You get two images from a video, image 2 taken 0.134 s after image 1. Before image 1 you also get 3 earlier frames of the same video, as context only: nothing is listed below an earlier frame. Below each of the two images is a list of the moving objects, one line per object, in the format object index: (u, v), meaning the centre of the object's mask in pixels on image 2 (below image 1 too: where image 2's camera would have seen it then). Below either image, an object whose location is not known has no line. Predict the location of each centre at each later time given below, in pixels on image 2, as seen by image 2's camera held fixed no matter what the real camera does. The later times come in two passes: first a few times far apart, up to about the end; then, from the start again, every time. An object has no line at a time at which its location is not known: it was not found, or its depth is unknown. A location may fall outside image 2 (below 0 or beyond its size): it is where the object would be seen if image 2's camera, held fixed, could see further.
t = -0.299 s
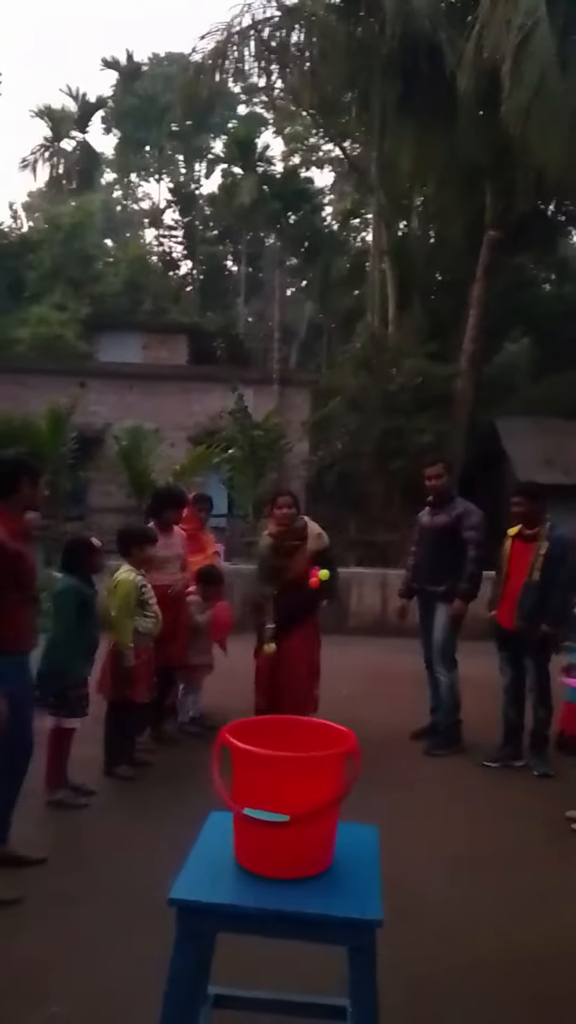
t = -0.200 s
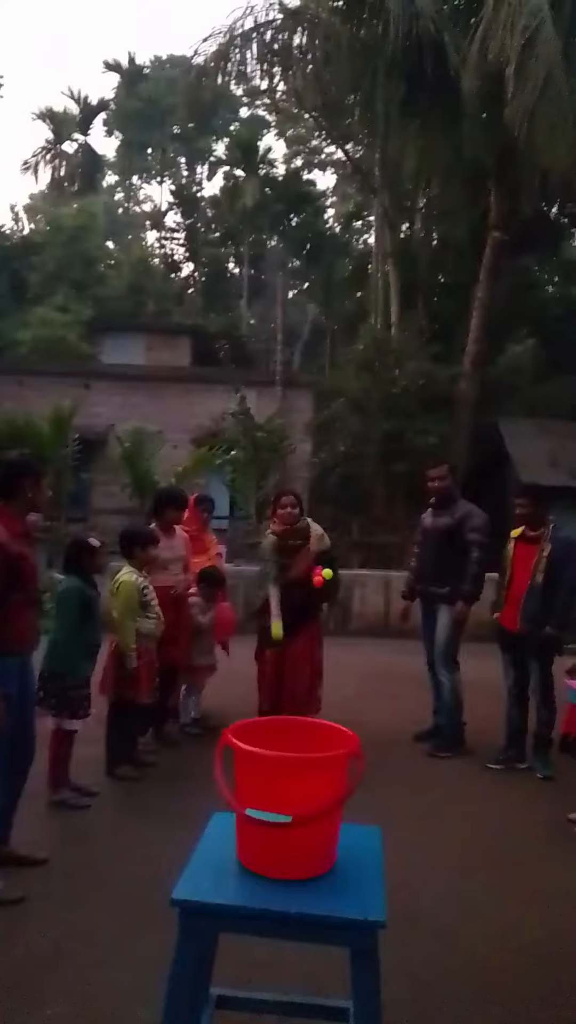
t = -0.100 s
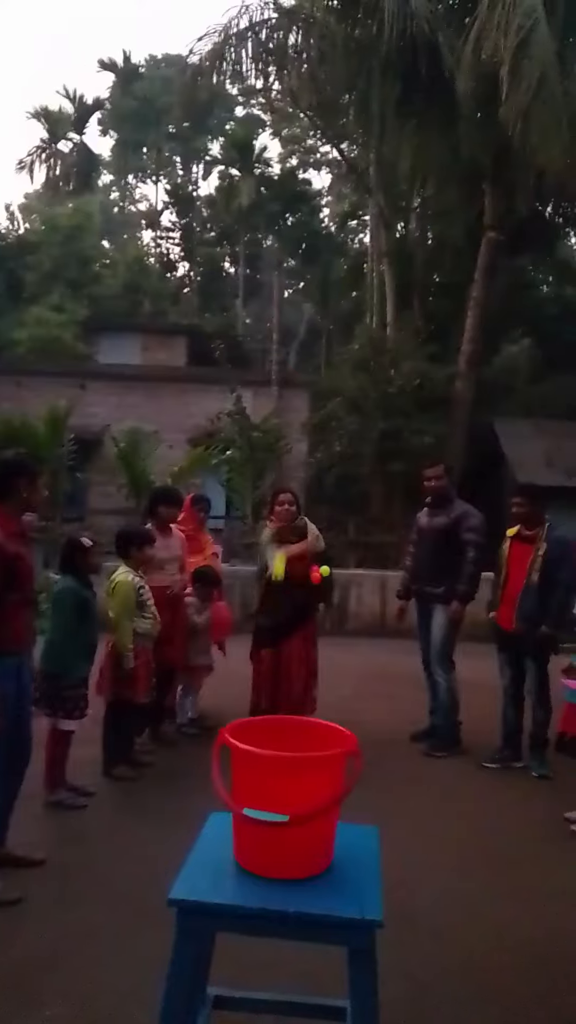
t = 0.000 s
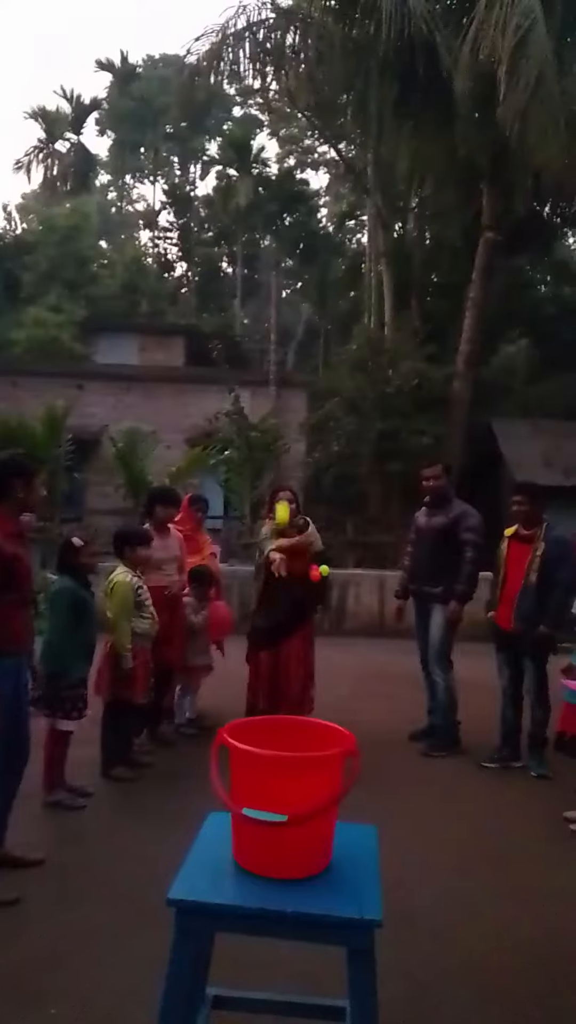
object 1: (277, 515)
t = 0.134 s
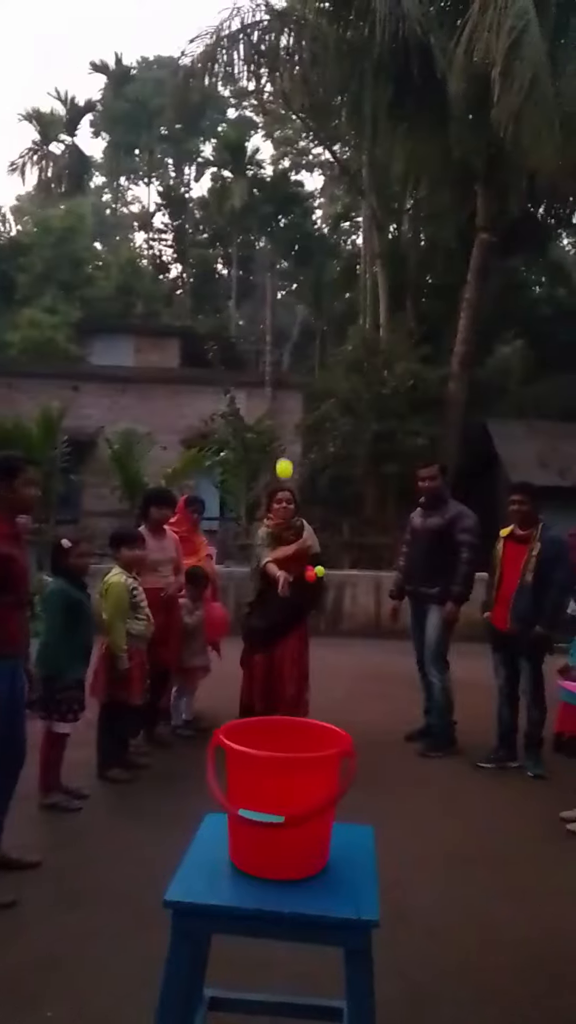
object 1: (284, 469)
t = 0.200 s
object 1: (287, 460)
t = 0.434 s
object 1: (292, 551)
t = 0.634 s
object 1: (290, 661)
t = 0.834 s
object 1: (288, 608)
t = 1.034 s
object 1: (279, 707)
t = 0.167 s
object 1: (285, 463)
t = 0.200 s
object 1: (287, 460)
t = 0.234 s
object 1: (287, 460)
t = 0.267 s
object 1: (288, 463)
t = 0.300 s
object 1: (289, 470)
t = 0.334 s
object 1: (291, 481)
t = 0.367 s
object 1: (291, 498)
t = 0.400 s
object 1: (292, 522)
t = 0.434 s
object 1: (292, 551)
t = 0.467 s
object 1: (292, 588)
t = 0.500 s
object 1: (292, 634)
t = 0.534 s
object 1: (289, 687)
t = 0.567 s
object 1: (290, 721)
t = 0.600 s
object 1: (289, 689)
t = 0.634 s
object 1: (290, 661)
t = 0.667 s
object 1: (290, 639)
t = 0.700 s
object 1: (290, 622)
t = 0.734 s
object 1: (290, 612)
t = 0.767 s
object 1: (290, 606)
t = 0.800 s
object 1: (289, 605)
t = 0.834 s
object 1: (288, 608)
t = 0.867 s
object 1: (287, 616)
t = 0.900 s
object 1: (285, 628)
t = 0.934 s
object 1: (284, 646)
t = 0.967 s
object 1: (282, 666)
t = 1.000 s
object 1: (280, 692)
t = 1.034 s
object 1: (279, 707)
